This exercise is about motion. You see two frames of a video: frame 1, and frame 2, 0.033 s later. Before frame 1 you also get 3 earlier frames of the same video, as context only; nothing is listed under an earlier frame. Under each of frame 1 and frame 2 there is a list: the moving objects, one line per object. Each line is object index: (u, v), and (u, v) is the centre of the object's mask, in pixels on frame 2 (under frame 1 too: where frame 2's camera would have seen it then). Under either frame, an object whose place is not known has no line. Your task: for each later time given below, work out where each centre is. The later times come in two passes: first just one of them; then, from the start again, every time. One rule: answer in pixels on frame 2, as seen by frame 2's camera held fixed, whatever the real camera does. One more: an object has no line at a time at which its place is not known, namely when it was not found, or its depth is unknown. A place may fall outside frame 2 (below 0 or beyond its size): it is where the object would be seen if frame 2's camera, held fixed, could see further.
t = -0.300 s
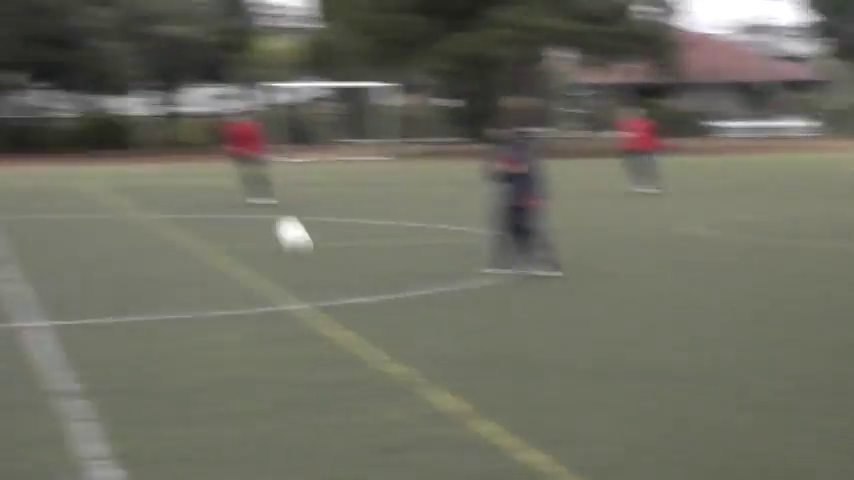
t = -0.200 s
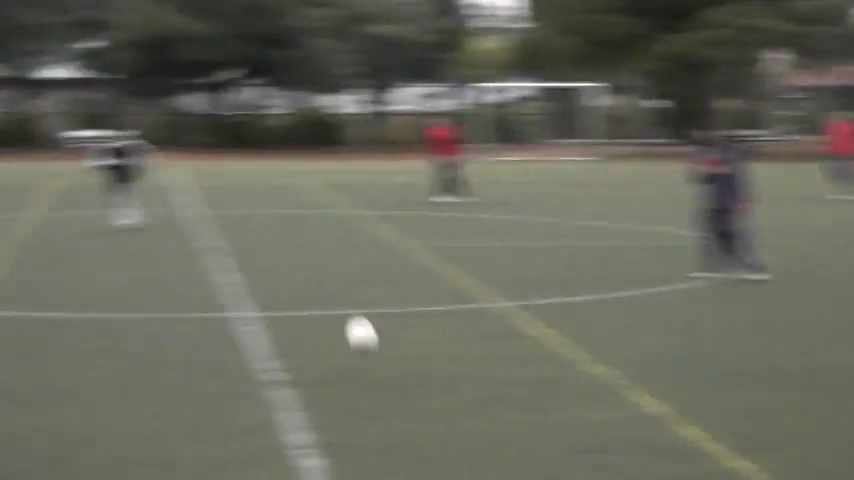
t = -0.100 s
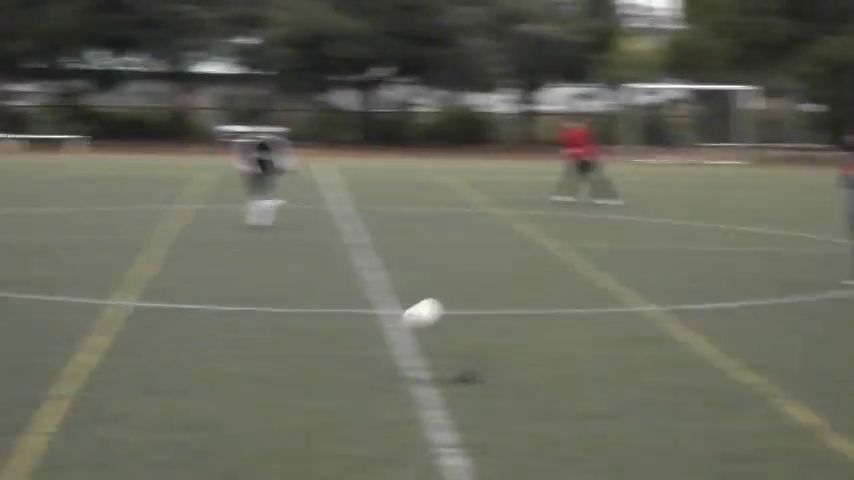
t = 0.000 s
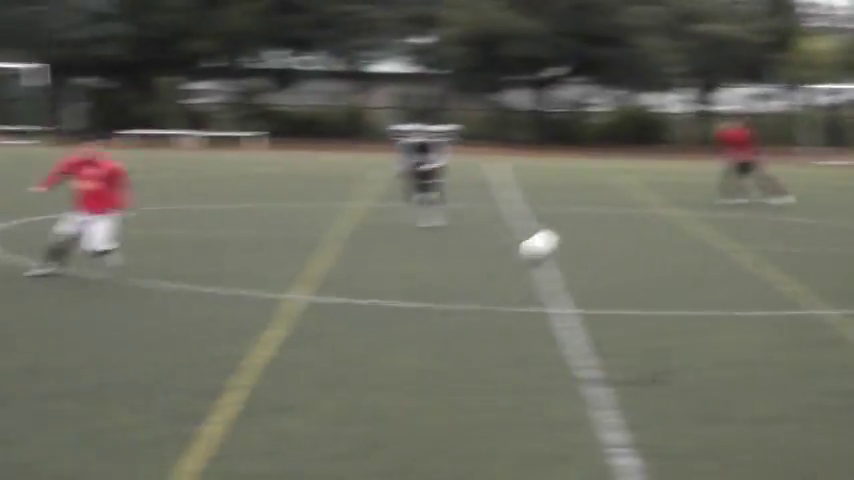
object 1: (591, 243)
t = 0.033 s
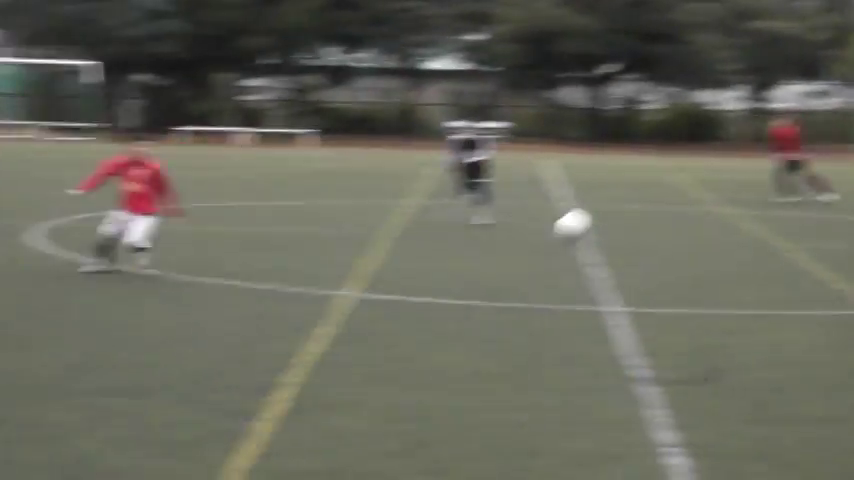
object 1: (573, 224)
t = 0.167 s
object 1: (504, 164)
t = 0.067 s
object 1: (555, 207)
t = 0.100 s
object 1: (537, 191)
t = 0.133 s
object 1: (520, 177)
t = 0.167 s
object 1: (504, 164)
